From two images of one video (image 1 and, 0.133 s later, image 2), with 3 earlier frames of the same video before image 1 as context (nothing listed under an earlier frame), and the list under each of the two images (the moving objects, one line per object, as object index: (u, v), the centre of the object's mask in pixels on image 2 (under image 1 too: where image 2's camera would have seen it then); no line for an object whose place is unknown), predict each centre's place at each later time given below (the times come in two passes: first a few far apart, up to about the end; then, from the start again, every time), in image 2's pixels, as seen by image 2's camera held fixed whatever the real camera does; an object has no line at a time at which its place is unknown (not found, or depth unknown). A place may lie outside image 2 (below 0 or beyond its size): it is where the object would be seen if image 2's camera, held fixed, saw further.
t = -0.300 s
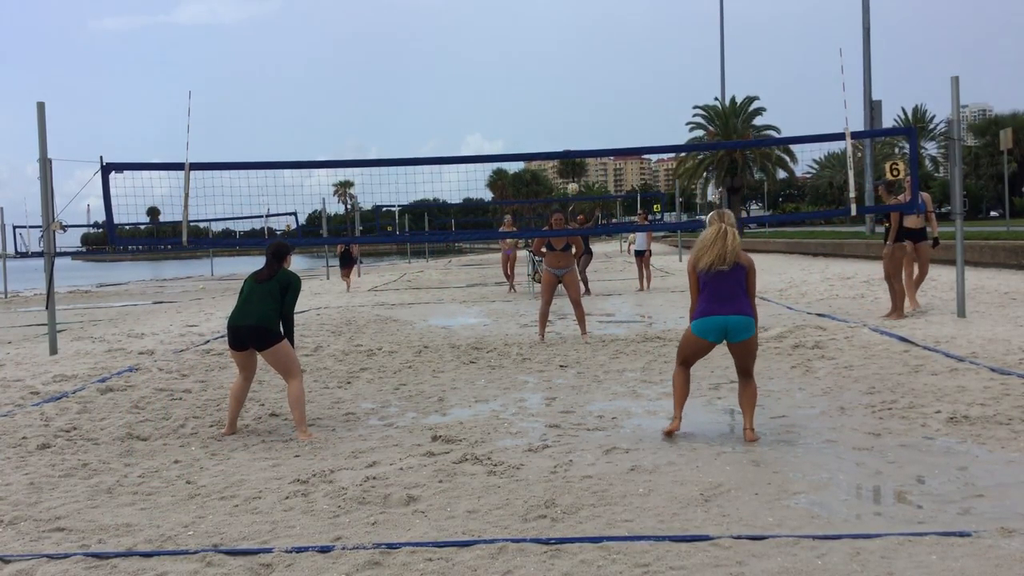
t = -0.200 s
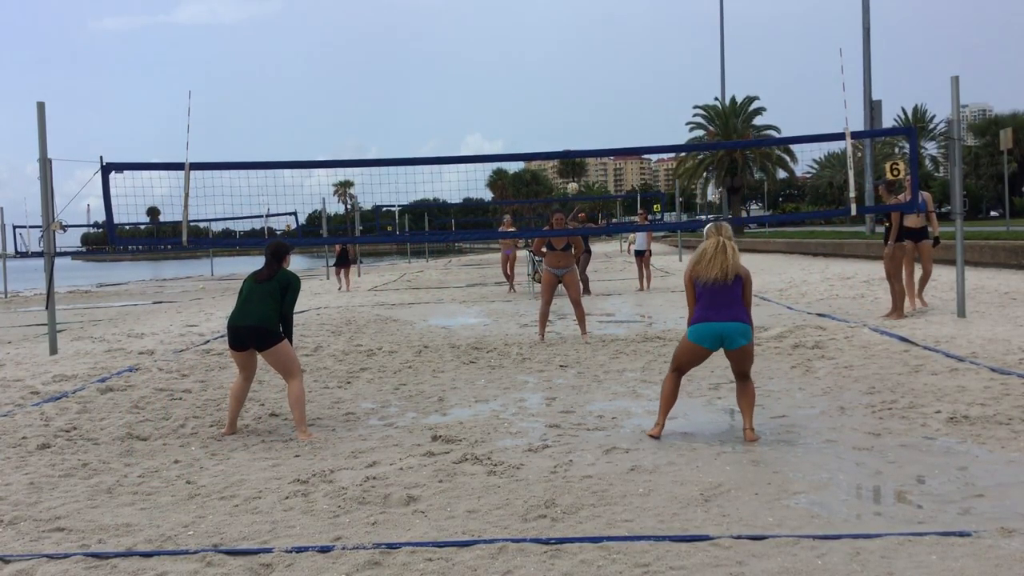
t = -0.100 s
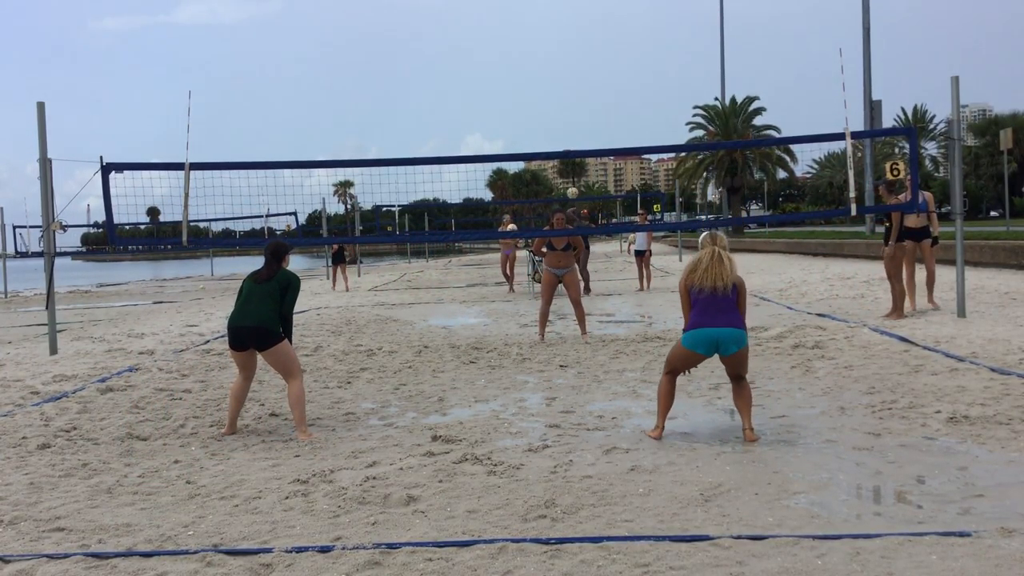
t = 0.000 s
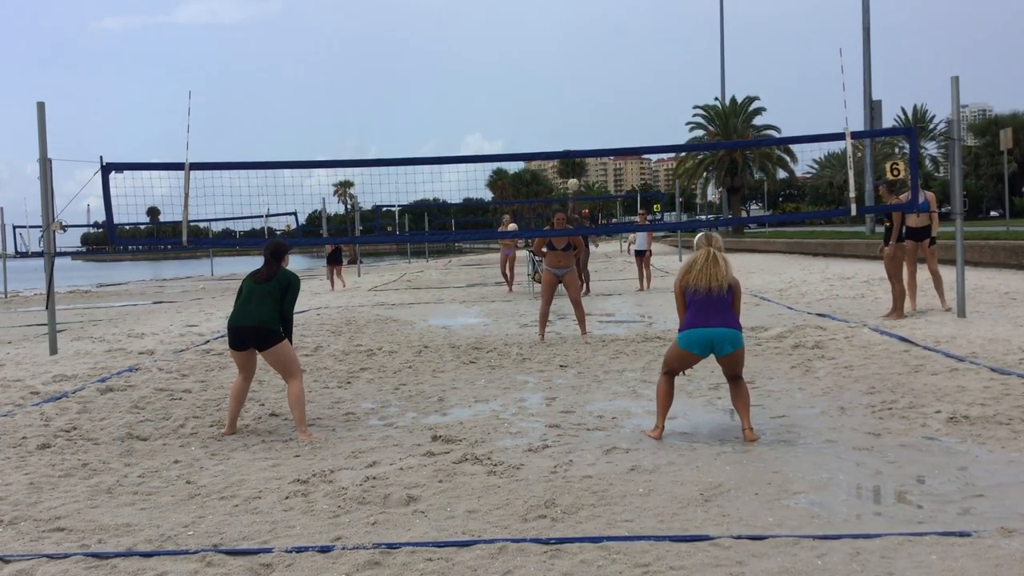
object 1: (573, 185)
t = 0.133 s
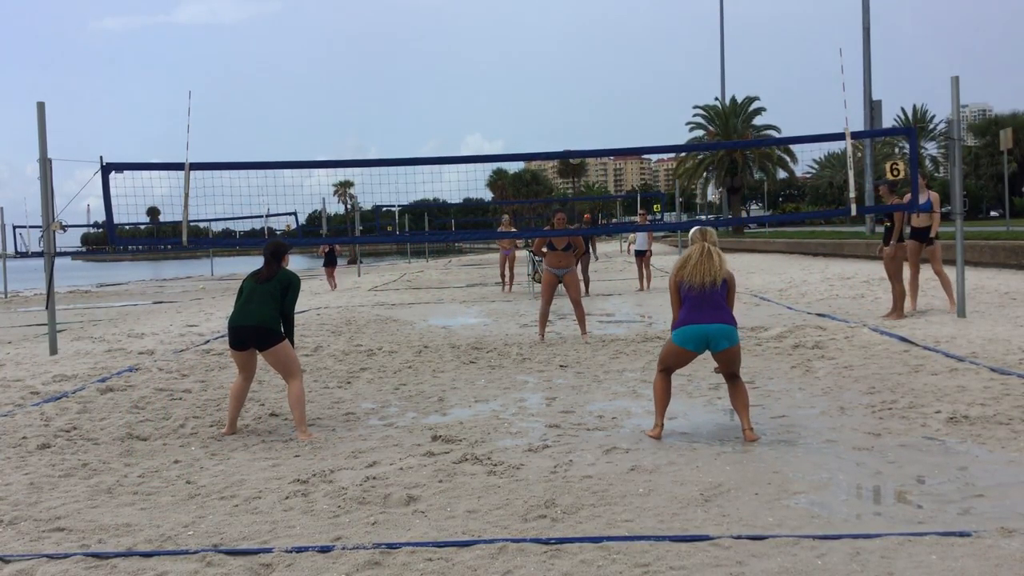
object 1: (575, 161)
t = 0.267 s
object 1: (577, 135)
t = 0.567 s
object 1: (584, 121)
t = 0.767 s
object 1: (588, 163)
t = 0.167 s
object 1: (576, 147)
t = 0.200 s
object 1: (576, 144)
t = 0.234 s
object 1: (577, 140)
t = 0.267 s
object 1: (577, 135)
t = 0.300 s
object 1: (578, 130)
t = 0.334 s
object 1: (578, 126)
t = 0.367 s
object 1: (579, 123)
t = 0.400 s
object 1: (580, 120)
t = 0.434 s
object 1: (581, 119)
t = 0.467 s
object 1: (582, 118)
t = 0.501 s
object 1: (582, 118)
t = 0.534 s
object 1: (583, 119)
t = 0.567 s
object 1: (584, 121)
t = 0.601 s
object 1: (585, 125)
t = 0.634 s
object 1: (586, 129)
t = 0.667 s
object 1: (587, 135)
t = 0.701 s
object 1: (587, 142)
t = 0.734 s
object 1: (588, 152)
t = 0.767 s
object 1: (588, 163)
